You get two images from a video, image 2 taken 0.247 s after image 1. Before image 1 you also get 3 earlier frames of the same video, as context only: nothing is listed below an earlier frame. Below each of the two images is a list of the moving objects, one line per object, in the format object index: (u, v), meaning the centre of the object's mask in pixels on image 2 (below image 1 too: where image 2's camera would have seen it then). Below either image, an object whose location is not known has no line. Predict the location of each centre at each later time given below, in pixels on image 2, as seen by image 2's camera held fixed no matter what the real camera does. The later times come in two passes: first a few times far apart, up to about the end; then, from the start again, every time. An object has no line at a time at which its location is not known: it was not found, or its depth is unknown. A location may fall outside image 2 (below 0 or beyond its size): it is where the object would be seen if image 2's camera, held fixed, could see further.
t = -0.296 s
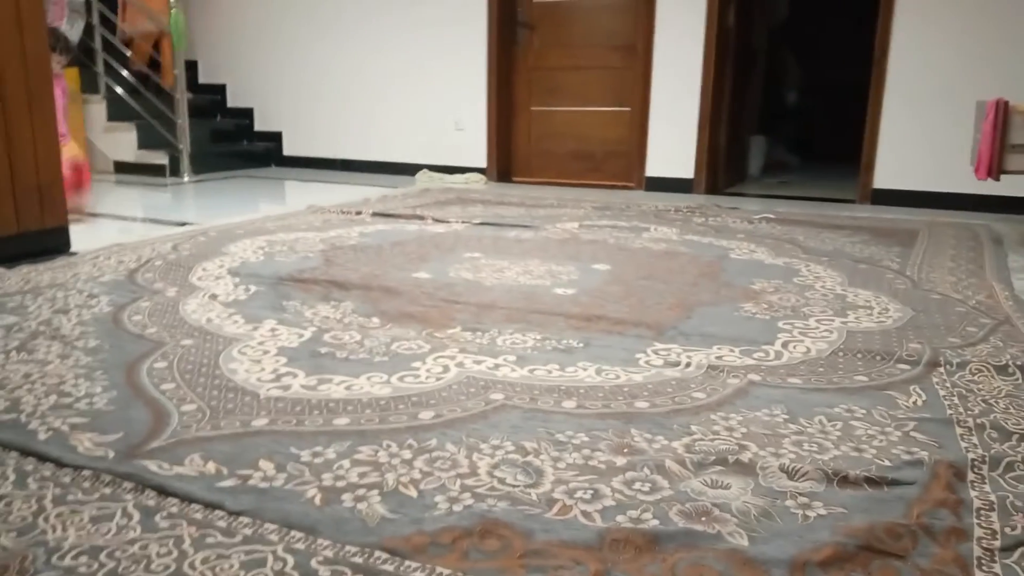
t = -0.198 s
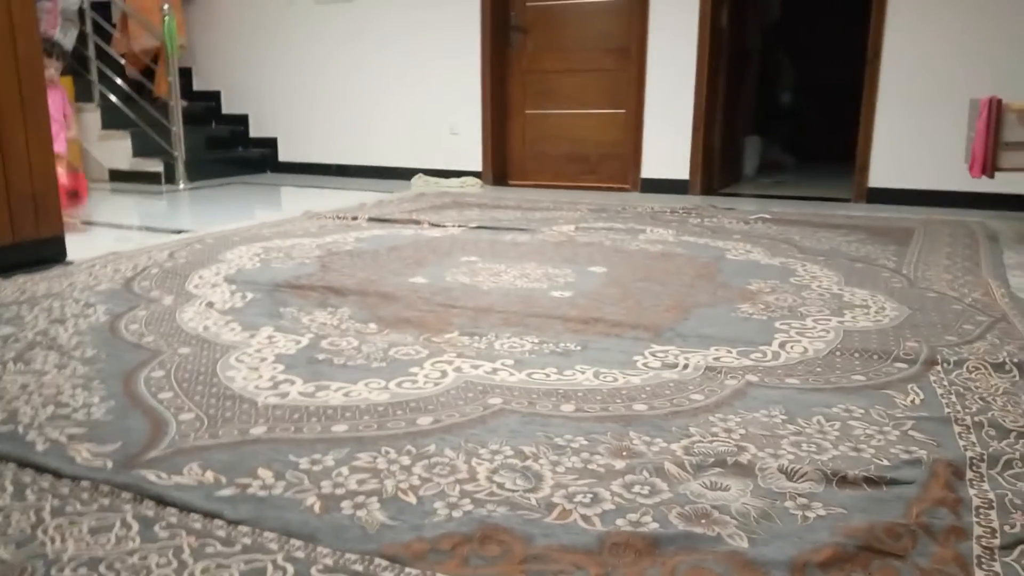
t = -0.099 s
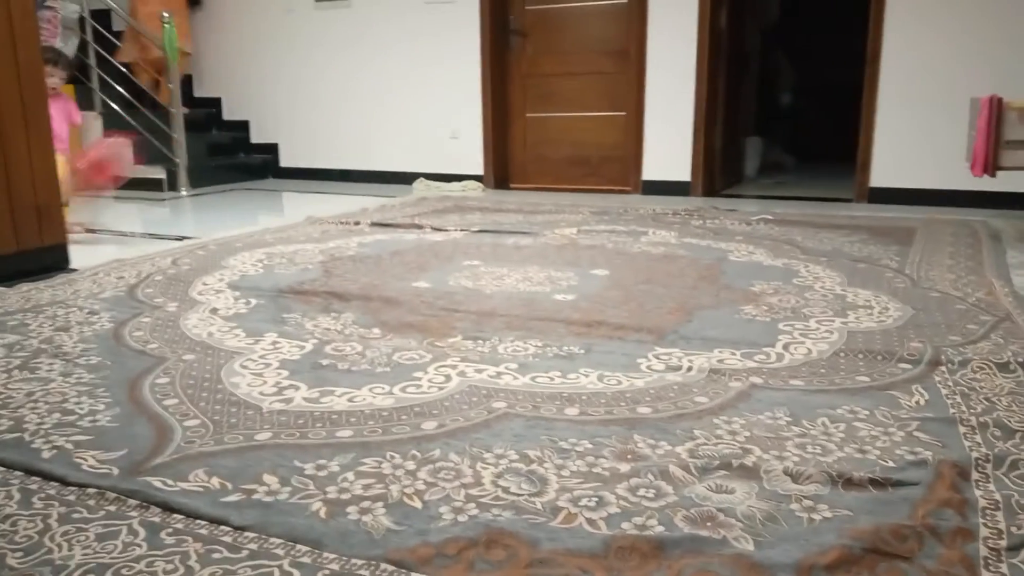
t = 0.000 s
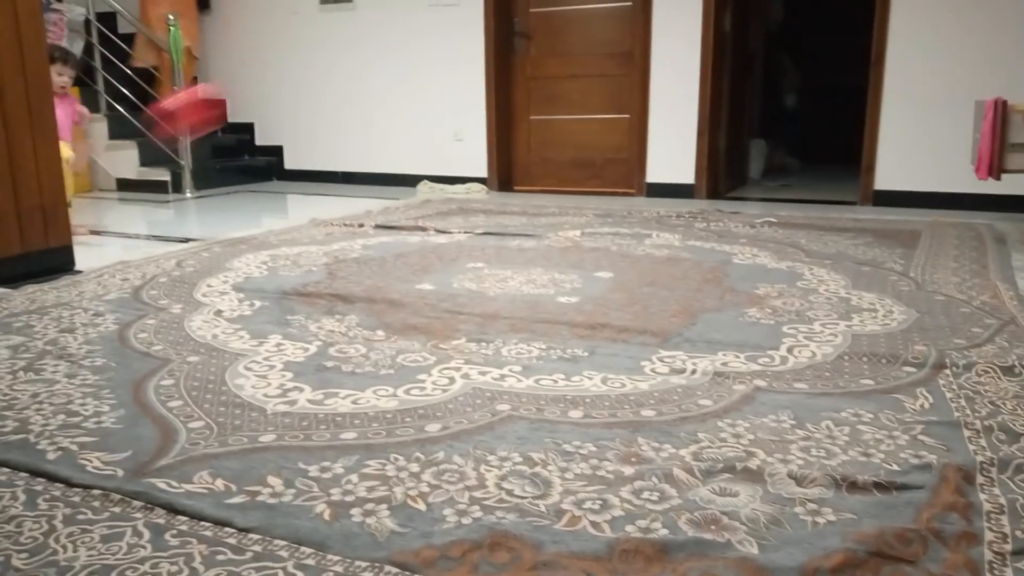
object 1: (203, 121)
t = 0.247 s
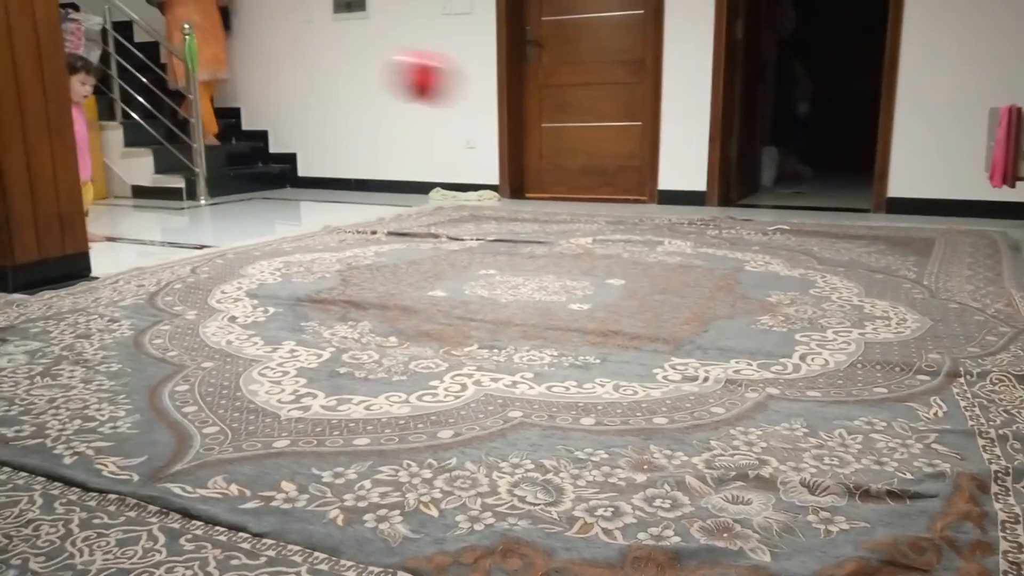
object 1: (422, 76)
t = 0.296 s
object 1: (469, 87)
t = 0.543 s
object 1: (671, 223)
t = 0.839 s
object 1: (843, 104)
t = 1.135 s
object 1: (965, 186)
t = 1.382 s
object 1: (869, 186)
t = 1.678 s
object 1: (782, 212)
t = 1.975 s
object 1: (717, 187)
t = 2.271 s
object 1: (659, 188)
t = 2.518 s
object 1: (620, 187)
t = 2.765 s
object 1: (585, 188)
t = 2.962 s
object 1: (561, 191)
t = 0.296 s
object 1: (469, 87)
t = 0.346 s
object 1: (518, 109)
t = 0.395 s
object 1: (549, 130)
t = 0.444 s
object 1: (593, 161)
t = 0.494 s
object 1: (632, 197)
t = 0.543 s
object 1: (671, 223)
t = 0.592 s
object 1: (704, 193)
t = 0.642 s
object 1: (733, 165)
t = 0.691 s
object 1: (758, 141)
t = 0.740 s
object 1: (788, 121)
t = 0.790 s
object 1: (817, 110)
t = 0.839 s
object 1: (843, 104)
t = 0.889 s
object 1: (866, 103)
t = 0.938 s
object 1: (891, 107)
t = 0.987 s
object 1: (921, 120)
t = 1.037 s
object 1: (946, 139)
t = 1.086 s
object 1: (968, 162)
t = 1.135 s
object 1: (965, 186)
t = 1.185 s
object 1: (943, 197)
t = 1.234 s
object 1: (921, 217)
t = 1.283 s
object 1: (901, 221)
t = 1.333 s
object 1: (885, 197)
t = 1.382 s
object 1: (869, 186)
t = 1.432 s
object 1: (855, 177)
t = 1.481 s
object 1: (843, 174)
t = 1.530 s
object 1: (827, 176)
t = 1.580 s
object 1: (812, 183)
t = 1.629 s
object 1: (797, 195)
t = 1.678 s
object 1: (782, 212)
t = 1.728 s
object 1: (768, 199)
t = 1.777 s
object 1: (757, 188)
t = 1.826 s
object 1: (747, 182)
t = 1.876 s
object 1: (737, 180)
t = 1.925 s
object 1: (728, 182)
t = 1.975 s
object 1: (717, 187)
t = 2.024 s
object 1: (706, 200)
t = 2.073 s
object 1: (695, 206)
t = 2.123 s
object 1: (686, 193)
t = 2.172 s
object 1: (677, 187)
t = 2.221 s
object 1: (667, 185)
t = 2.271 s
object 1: (659, 188)
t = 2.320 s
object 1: (650, 194)
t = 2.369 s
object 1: (641, 199)
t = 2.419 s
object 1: (634, 190)
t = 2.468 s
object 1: (627, 187)
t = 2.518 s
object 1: (620, 187)
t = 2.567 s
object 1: (614, 189)
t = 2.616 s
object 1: (606, 197)
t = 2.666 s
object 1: (598, 191)
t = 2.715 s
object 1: (591, 188)
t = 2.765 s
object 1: (585, 188)
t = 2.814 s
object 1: (578, 193)
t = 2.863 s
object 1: (571, 192)
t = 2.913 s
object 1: (565, 190)
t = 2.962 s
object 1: (561, 191)
